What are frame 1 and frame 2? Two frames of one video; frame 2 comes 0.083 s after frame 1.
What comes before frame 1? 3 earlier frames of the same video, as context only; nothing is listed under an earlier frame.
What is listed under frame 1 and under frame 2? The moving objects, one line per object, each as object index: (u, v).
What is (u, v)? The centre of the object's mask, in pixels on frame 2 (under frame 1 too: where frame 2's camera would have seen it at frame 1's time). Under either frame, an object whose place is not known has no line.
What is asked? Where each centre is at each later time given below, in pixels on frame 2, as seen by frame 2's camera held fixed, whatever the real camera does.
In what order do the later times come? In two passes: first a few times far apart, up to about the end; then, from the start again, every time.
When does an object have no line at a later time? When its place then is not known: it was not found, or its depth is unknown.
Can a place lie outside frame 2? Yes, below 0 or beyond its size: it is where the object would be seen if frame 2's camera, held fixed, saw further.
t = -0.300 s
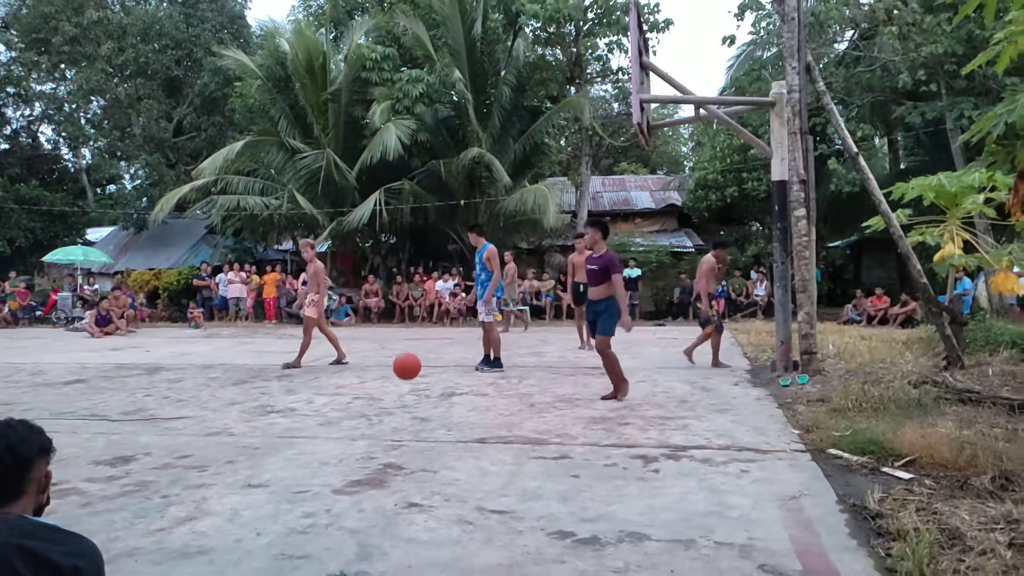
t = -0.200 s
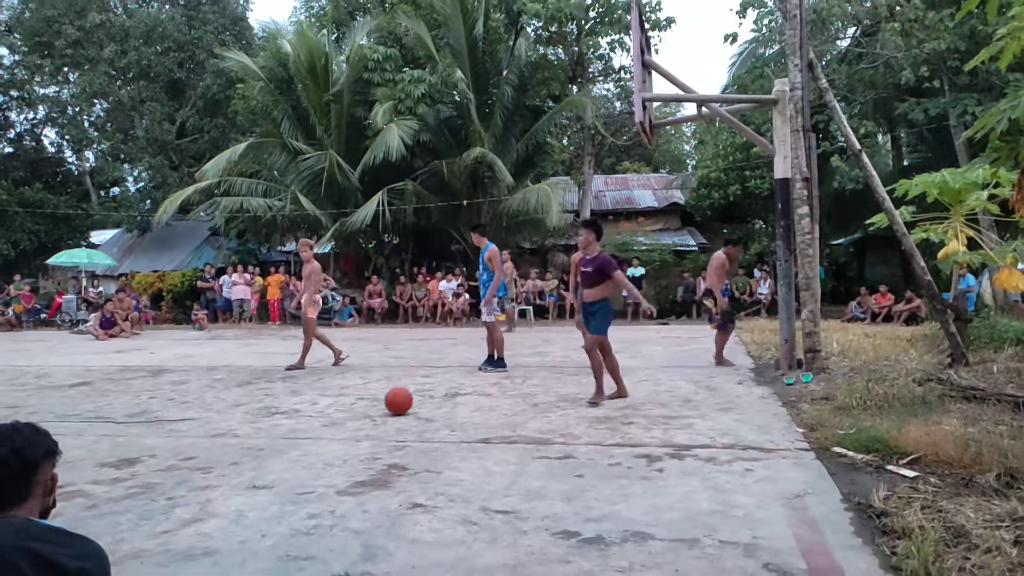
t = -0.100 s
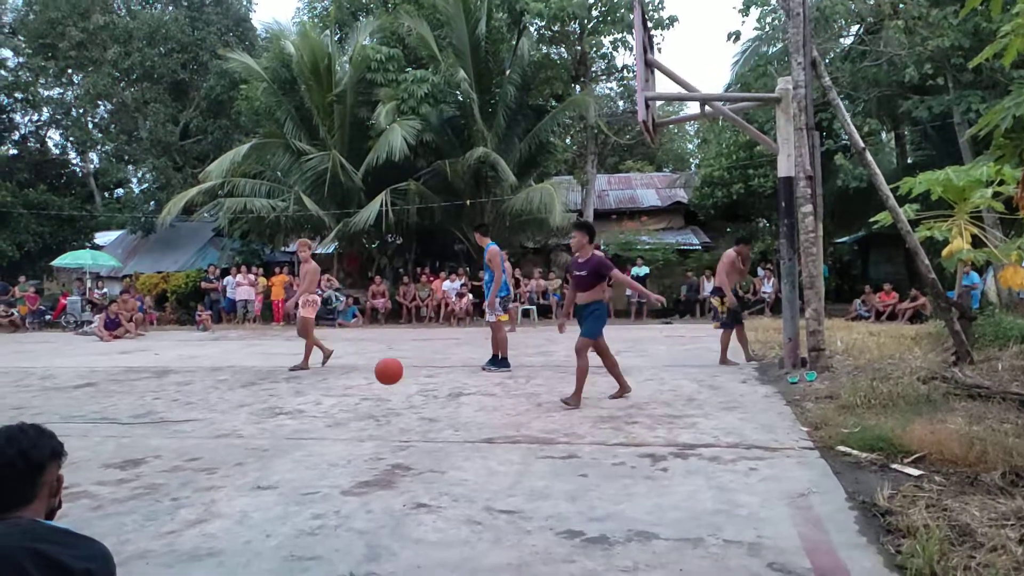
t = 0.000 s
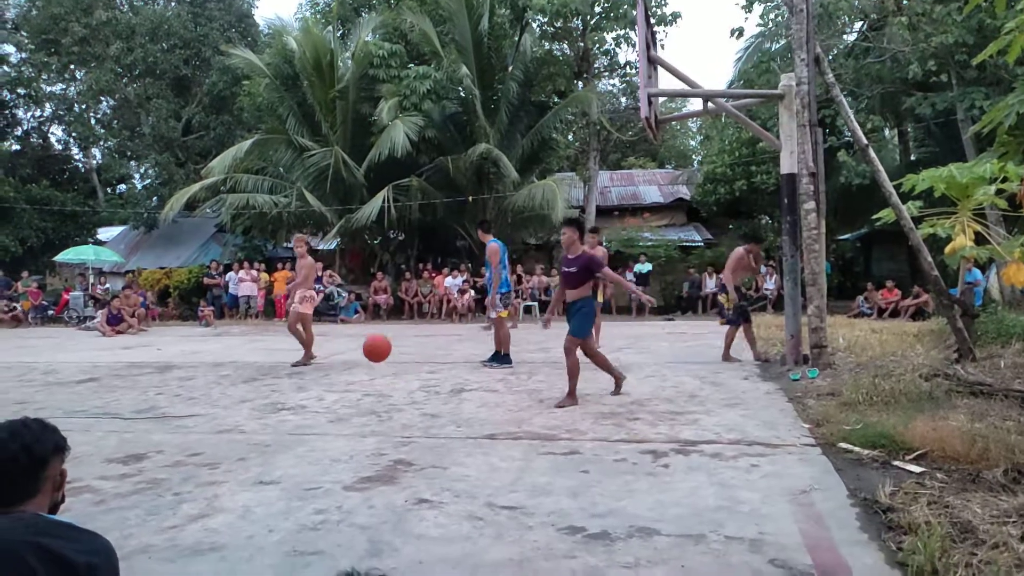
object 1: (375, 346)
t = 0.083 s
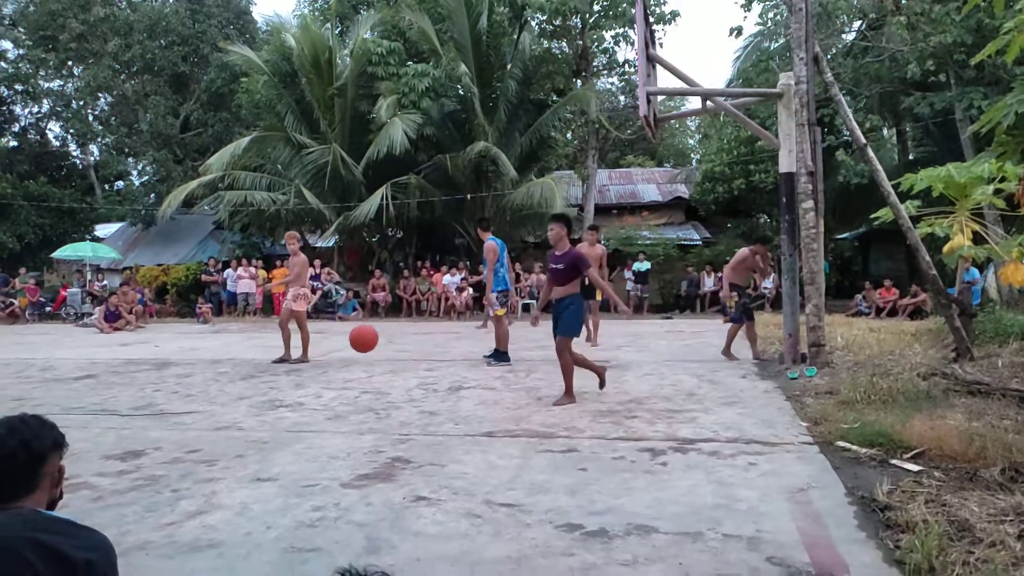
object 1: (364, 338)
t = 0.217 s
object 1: (345, 344)
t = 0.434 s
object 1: (315, 400)
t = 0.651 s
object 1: (282, 365)
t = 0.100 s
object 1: (361, 338)
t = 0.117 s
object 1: (359, 338)
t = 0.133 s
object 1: (357, 338)
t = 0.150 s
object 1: (354, 339)
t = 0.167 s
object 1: (352, 340)
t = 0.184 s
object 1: (350, 341)
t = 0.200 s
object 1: (348, 342)
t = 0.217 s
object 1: (345, 344)
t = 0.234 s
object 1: (343, 346)
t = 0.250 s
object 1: (341, 349)
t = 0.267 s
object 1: (338, 352)
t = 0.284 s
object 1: (336, 355)
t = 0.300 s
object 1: (334, 358)
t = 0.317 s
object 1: (332, 362)
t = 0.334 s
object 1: (329, 366)
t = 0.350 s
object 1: (327, 371)
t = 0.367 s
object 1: (325, 376)
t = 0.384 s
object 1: (322, 381)
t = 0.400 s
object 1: (320, 387)
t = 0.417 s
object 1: (318, 393)
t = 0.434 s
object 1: (315, 400)
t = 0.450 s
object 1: (313, 407)
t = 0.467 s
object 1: (311, 405)
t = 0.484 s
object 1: (308, 399)
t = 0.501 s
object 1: (306, 394)
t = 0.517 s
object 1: (303, 390)
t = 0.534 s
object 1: (300, 385)
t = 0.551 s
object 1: (298, 382)
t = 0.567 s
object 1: (295, 378)
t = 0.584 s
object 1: (292, 375)
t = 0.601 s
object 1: (290, 372)
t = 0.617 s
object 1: (287, 369)
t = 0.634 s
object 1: (285, 367)
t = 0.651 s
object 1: (282, 365)
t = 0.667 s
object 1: (279, 364)
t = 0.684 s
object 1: (276, 362)
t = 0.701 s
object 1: (273, 362)
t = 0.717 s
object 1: (271, 361)
